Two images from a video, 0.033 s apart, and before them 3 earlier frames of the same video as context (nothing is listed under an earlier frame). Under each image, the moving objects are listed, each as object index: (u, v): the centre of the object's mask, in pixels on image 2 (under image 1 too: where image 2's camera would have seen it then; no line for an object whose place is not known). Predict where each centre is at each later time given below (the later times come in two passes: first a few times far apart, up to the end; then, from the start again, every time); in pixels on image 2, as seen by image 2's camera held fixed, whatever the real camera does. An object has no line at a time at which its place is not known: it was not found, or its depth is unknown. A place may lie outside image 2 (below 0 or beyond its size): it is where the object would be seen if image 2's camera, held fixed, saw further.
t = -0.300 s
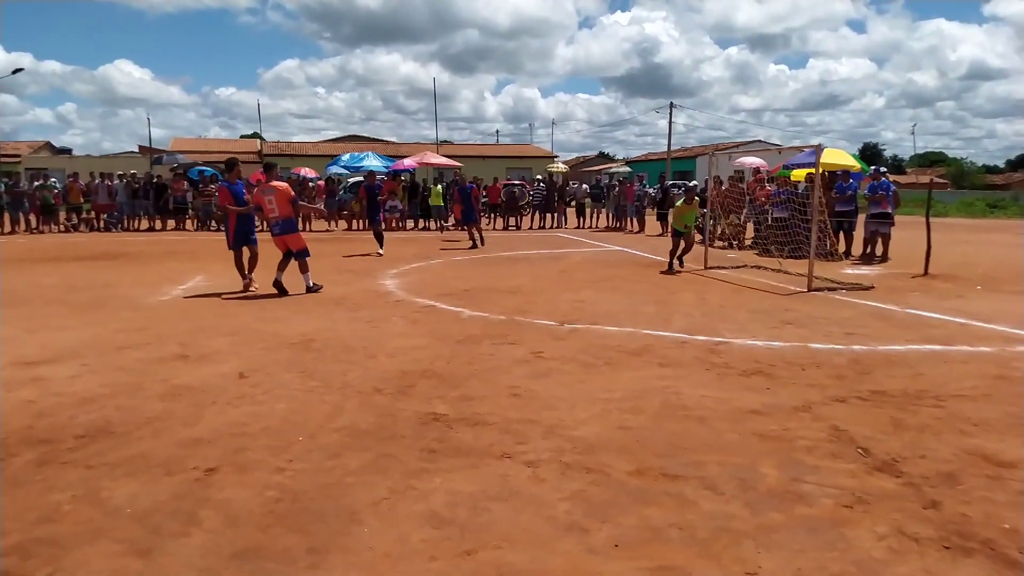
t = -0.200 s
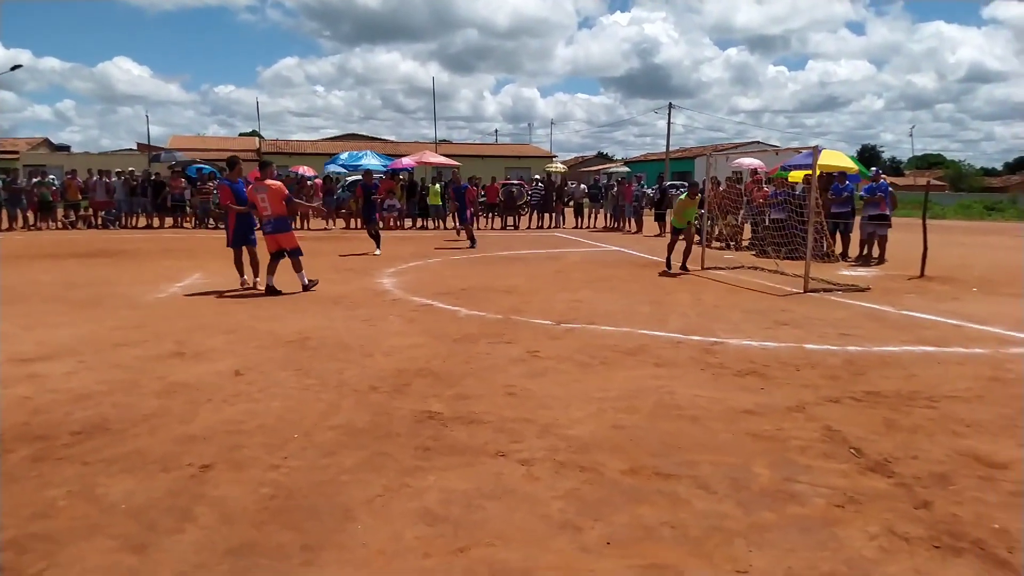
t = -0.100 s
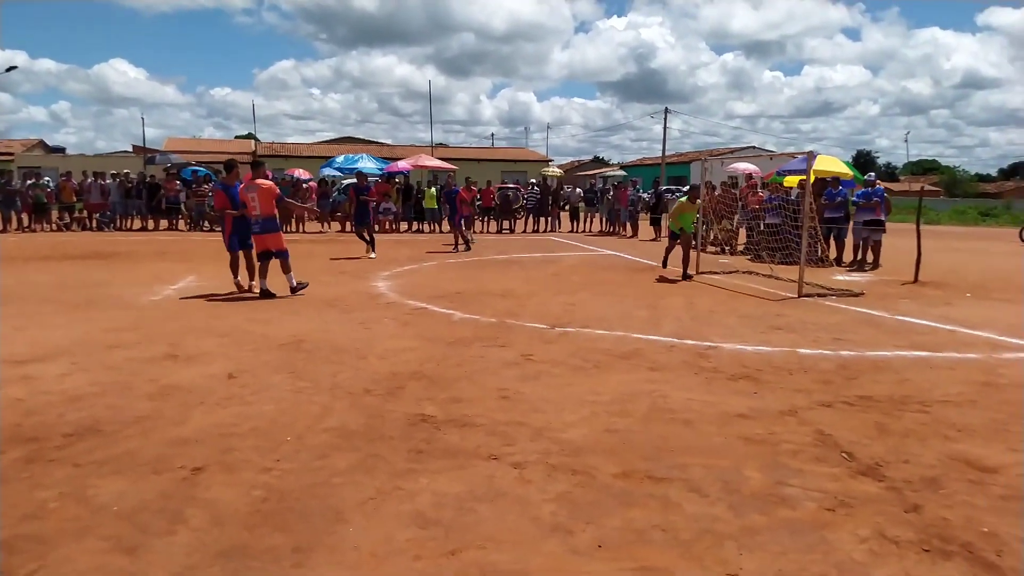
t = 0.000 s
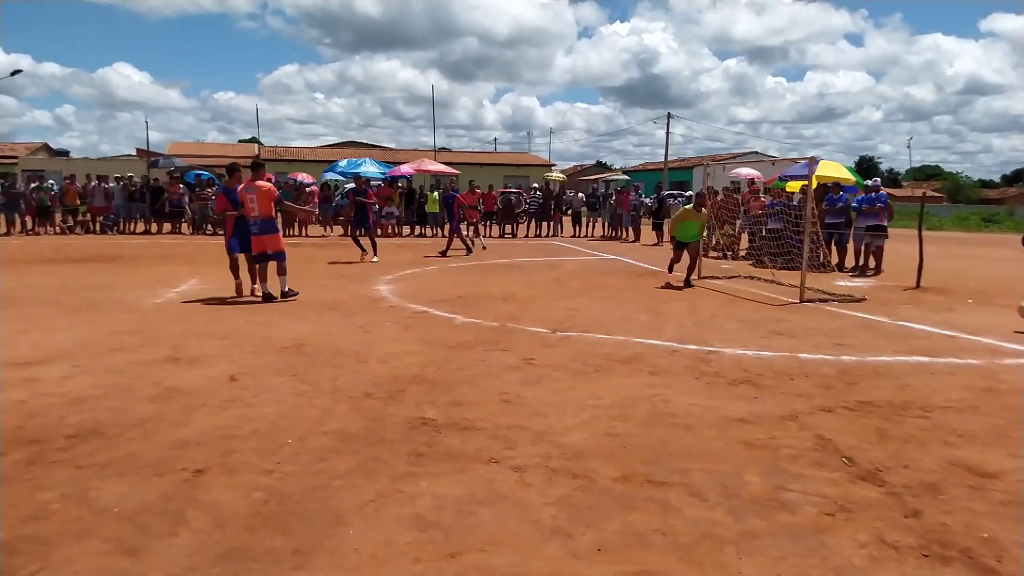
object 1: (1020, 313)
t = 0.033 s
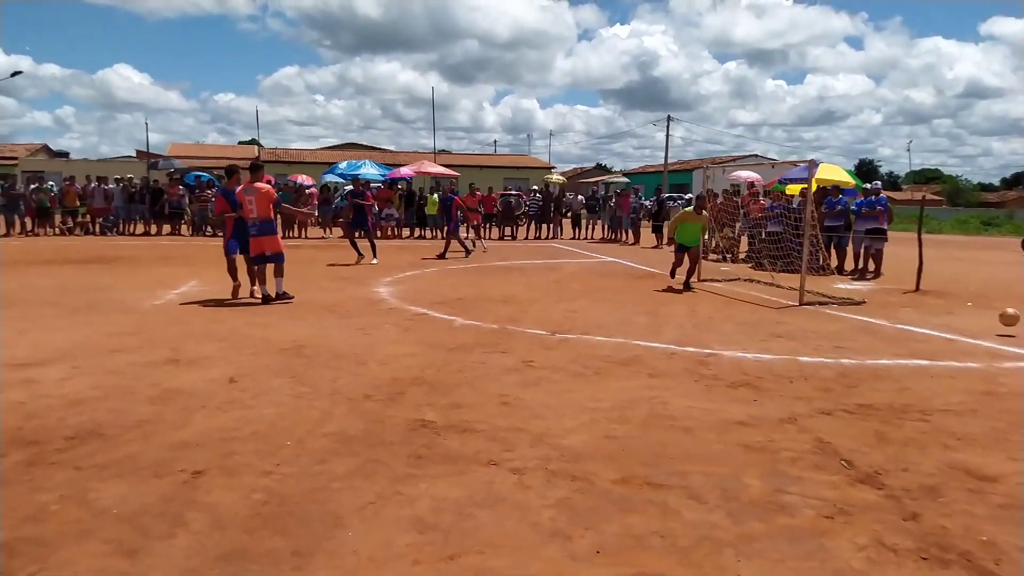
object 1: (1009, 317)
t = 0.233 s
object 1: (932, 317)
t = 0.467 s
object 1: (852, 328)
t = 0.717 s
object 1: (790, 336)
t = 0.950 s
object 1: (739, 339)
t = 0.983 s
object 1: (731, 340)
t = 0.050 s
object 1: (1001, 320)
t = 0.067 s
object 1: (992, 323)
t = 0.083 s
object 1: (984, 327)
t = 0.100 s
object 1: (978, 326)
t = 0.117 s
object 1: (972, 324)
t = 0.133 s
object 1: (966, 322)
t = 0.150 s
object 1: (961, 321)
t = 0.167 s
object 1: (955, 320)
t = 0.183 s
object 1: (950, 319)
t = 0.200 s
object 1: (944, 318)
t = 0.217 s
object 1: (938, 317)
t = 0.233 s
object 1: (932, 317)
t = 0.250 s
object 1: (926, 317)
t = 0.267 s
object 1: (921, 318)
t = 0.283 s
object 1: (915, 318)
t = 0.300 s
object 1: (909, 319)
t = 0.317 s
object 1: (902, 319)
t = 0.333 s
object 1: (896, 322)
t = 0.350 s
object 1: (890, 323)
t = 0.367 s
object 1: (884, 325)
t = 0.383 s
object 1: (877, 327)
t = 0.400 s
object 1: (871, 329)
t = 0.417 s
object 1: (866, 329)
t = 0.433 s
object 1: (861, 328)
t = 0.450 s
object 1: (856, 328)
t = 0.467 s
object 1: (852, 328)
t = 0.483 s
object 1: (847, 328)
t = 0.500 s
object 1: (843, 330)
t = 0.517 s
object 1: (838, 331)
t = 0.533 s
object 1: (834, 332)
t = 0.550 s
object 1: (829, 332)
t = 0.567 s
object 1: (825, 332)
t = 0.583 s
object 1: (821, 332)
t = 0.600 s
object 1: (816, 333)
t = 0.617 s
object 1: (811, 334)
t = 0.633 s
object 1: (807, 334)
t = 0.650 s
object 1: (804, 334)
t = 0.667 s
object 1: (800, 334)
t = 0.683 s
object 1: (797, 335)
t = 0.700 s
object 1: (794, 336)
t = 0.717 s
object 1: (790, 336)
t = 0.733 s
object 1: (787, 336)
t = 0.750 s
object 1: (783, 336)
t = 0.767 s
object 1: (780, 336)
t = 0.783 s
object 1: (776, 337)
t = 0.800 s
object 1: (772, 337)
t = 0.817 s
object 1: (768, 337)
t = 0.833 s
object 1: (764, 337)
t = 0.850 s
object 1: (761, 337)
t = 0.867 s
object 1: (757, 338)
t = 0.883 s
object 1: (754, 338)
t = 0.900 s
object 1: (750, 338)
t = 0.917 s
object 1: (747, 339)
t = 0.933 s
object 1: (743, 339)
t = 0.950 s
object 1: (739, 339)
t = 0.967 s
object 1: (736, 339)
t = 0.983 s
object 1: (731, 340)
